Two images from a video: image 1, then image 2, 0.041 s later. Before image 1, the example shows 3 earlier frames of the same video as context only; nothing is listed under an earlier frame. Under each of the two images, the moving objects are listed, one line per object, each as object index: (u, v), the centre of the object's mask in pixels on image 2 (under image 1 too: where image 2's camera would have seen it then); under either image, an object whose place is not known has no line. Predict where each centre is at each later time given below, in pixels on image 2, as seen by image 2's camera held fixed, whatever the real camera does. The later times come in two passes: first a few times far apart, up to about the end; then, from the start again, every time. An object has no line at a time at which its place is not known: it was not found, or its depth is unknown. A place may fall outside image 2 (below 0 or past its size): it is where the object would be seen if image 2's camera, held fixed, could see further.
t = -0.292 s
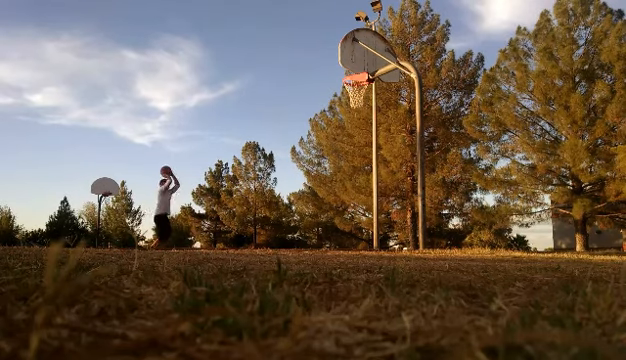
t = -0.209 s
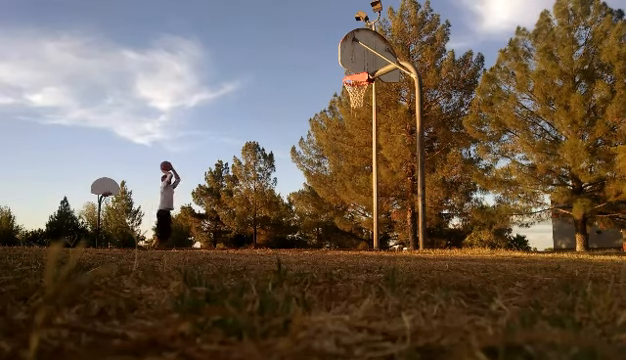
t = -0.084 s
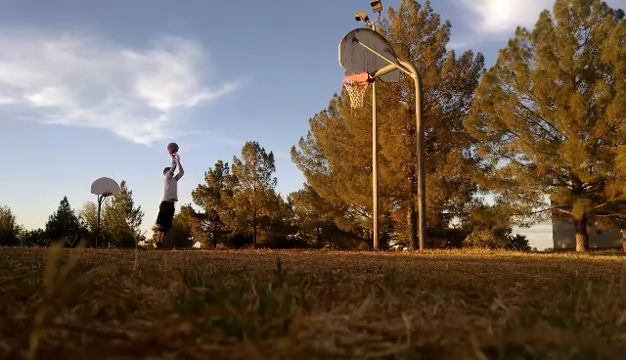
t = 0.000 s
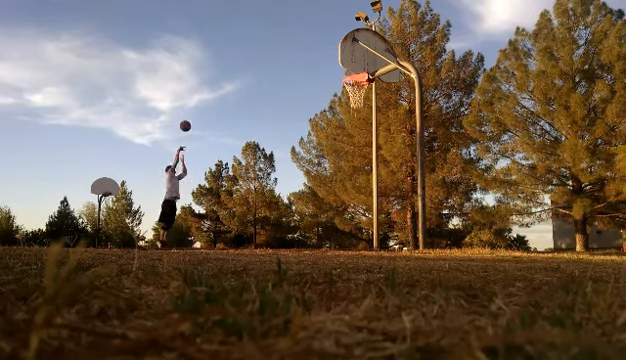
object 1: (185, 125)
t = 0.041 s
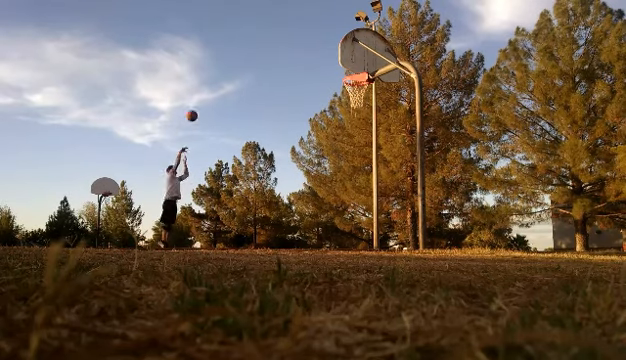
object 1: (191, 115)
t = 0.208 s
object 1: (217, 81)
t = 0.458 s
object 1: (258, 52)
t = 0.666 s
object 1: (294, 48)
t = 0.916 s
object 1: (341, 73)
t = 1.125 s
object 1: (337, 36)
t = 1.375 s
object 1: (331, 17)
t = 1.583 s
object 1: (325, 29)
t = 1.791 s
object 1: (320, 67)
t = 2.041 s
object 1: (314, 152)
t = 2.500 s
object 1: (307, 144)
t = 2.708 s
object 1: (306, 105)
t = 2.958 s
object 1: (305, 97)
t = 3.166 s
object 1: (304, 124)
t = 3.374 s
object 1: (302, 189)
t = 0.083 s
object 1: (197, 106)
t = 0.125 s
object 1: (204, 97)
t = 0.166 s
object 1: (210, 89)
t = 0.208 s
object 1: (217, 81)
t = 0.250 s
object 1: (224, 75)
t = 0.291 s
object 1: (230, 69)
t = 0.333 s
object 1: (237, 63)
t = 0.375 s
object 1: (244, 59)
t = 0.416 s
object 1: (251, 55)
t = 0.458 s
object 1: (258, 52)
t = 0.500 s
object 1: (265, 49)
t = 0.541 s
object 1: (272, 48)
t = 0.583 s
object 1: (279, 47)
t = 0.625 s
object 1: (287, 47)
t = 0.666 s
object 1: (294, 48)
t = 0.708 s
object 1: (301, 50)
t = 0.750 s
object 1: (309, 52)
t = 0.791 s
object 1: (317, 55)
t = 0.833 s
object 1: (325, 60)
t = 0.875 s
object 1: (333, 66)
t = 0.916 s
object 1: (341, 73)
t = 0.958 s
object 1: (340, 69)
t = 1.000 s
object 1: (336, 58)
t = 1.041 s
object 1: (336, 49)
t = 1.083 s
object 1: (336, 42)
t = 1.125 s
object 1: (337, 36)
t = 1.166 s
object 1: (336, 31)
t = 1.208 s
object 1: (335, 26)
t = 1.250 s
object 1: (334, 23)
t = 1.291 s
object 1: (332, 20)
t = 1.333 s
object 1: (332, 18)
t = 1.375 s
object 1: (331, 17)
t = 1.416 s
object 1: (329, 18)
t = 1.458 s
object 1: (328, 19)
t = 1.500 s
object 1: (327, 21)
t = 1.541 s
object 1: (326, 24)
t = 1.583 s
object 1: (325, 29)
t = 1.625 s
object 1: (324, 34)
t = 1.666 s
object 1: (323, 40)
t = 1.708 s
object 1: (322, 48)
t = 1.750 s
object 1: (321, 57)
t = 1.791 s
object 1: (320, 67)
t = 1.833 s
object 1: (319, 78)
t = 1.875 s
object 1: (318, 90)
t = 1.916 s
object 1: (317, 104)
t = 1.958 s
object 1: (316, 118)
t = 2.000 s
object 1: (315, 135)
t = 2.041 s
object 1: (314, 152)
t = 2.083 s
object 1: (312, 172)
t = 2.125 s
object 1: (311, 193)
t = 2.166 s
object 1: (311, 216)
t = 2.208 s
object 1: (311, 240)
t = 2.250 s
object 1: (307, 229)
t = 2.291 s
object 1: (309, 213)
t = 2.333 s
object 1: (309, 197)
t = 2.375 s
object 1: (308, 182)
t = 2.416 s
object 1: (308, 168)
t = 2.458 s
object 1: (307, 156)
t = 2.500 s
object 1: (307, 144)
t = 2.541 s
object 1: (307, 135)
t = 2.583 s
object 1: (307, 126)
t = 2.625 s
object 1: (307, 118)
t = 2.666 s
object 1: (306, 111)
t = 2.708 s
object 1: (306, 105)
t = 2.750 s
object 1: (306, 101)
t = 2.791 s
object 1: (306, 98)
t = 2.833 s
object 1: (306, 96)
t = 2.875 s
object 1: (306, 95)
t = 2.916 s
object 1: (305, 95)
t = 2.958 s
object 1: (305, 97)
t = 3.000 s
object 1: (305, 100)
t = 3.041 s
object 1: (305, 104)
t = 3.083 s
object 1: (304, 109)
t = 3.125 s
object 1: (304, 116)
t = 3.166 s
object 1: (304, 124)
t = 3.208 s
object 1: (304, 134)
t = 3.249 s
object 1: (303, 145)
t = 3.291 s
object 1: (303, 159)
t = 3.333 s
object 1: (303, 172)
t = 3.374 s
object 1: (302, 189)
